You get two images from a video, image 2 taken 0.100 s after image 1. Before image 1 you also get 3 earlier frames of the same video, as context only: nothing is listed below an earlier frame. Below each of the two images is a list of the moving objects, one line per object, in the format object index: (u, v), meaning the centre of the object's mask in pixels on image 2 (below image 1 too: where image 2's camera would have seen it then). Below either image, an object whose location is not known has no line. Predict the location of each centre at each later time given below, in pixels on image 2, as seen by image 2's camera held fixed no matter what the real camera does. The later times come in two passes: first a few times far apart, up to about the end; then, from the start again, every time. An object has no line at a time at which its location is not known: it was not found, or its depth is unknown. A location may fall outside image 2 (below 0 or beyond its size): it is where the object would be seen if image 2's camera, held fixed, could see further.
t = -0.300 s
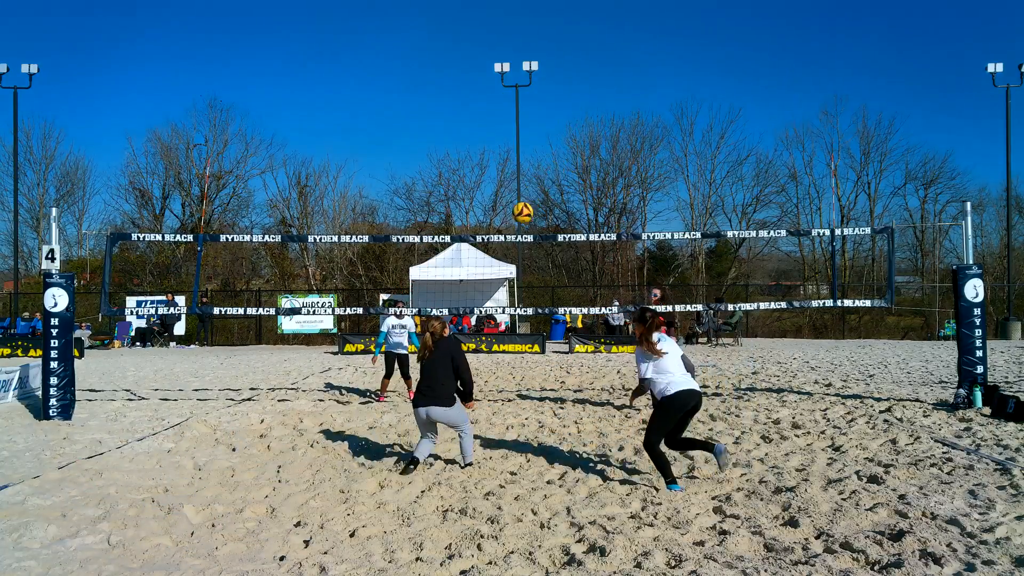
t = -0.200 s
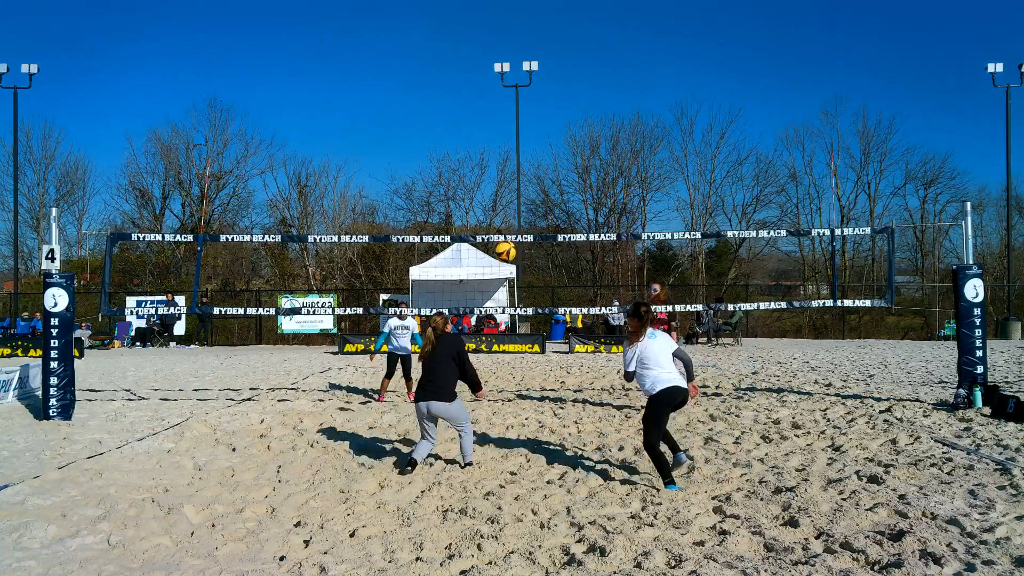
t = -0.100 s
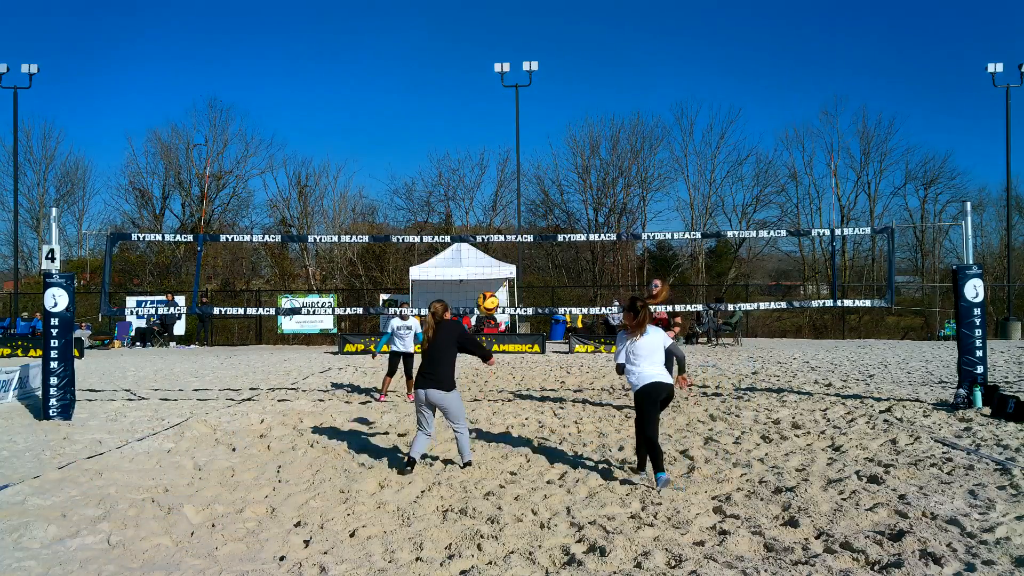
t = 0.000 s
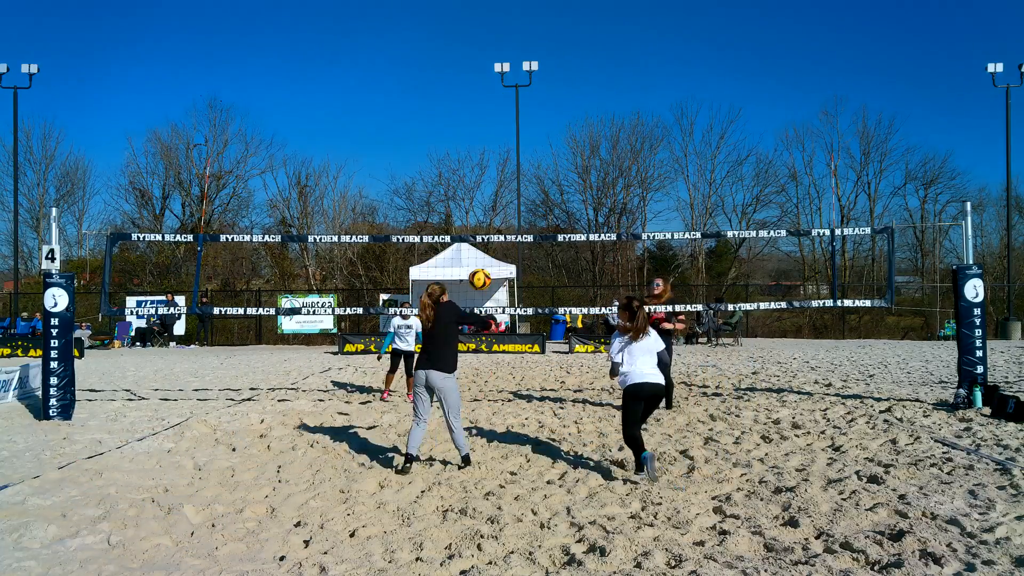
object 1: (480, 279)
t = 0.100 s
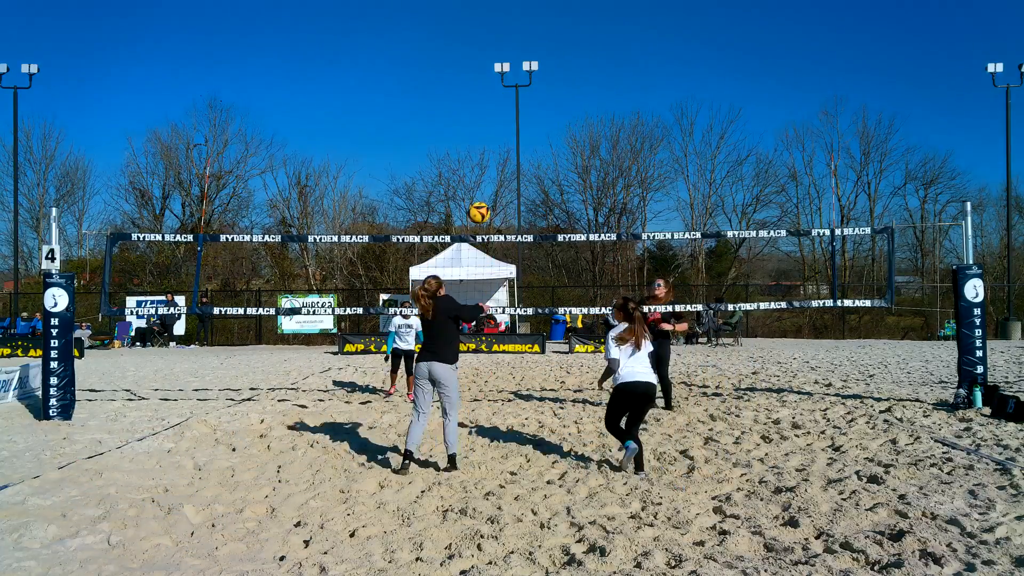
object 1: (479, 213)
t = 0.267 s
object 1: (477, 129)
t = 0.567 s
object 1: (474, 53)
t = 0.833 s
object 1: (473, 60)
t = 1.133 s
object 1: (473, 143)
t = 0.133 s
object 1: (478, 193)
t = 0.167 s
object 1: (478, 175)
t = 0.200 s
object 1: (478, 158)
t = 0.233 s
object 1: (477, 143)
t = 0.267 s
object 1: (477, 129)
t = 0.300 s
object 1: (476, 115)
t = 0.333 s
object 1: (476, 104)
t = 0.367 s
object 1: (476, 93)
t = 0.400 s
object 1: (475, 84)
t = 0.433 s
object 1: (475, 75)
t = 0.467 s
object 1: (475, 68)
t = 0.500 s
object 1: (475, 62)
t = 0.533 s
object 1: (474, 57)
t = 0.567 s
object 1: (474, 53)
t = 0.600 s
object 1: (474, 50)
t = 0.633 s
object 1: (474, 49)
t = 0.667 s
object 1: (474, 48)
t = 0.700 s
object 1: (473, 48)
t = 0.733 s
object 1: (473, 50)
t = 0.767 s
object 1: (473, 52)
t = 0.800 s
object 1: (473, 55)
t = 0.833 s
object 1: (473, 60)
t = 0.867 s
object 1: (473, 65)
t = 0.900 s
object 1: (473, 72)
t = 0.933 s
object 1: (473, 79)
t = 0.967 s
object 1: (472, 87)
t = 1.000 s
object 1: (472, 96)
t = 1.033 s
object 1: (472, 107)
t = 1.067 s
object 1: (472, 118)
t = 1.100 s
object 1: (472, 130)
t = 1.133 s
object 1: (473, 143)
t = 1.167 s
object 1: (473, 156)
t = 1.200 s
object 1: (473, 170)
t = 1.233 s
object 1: (473, 186)
